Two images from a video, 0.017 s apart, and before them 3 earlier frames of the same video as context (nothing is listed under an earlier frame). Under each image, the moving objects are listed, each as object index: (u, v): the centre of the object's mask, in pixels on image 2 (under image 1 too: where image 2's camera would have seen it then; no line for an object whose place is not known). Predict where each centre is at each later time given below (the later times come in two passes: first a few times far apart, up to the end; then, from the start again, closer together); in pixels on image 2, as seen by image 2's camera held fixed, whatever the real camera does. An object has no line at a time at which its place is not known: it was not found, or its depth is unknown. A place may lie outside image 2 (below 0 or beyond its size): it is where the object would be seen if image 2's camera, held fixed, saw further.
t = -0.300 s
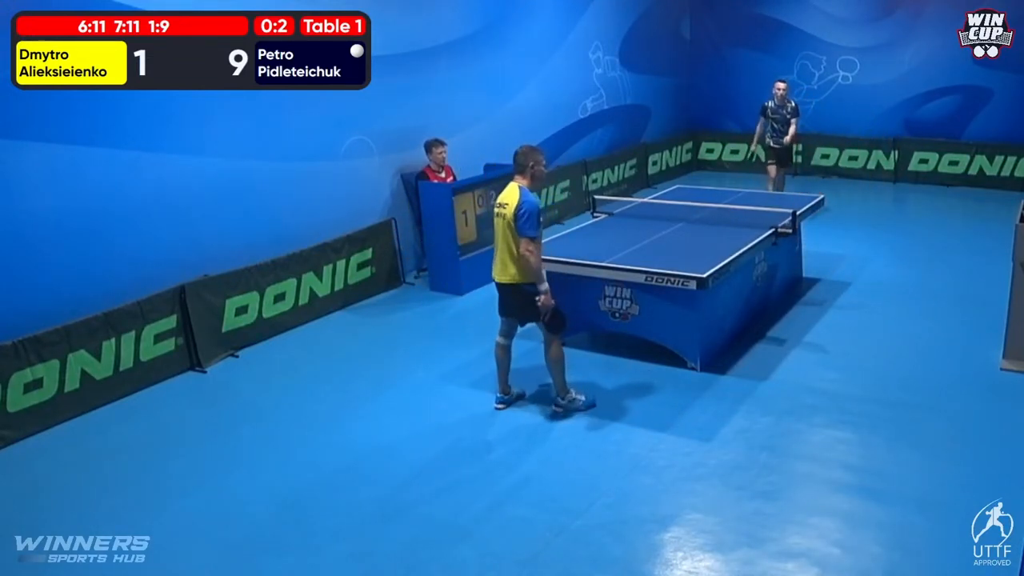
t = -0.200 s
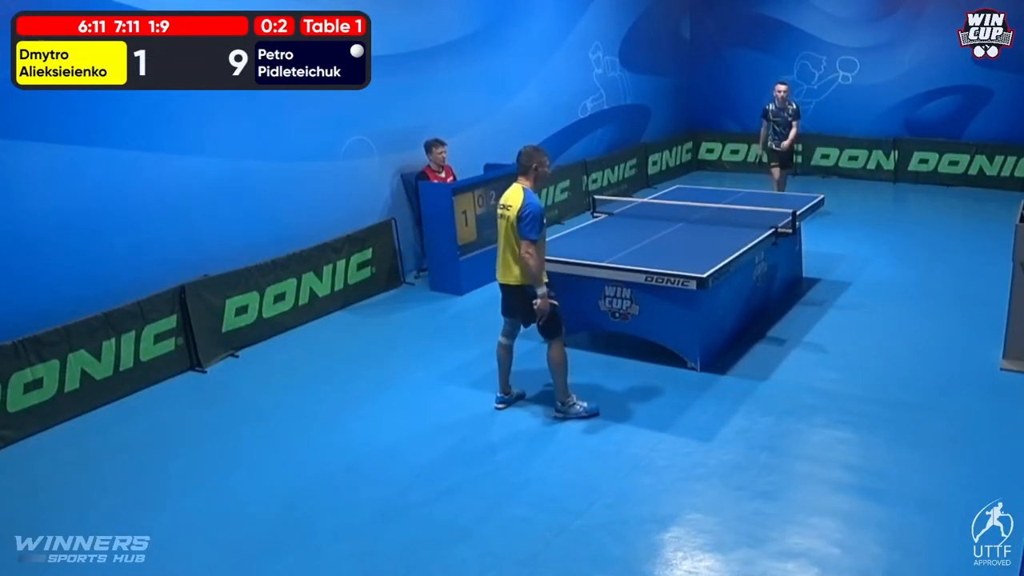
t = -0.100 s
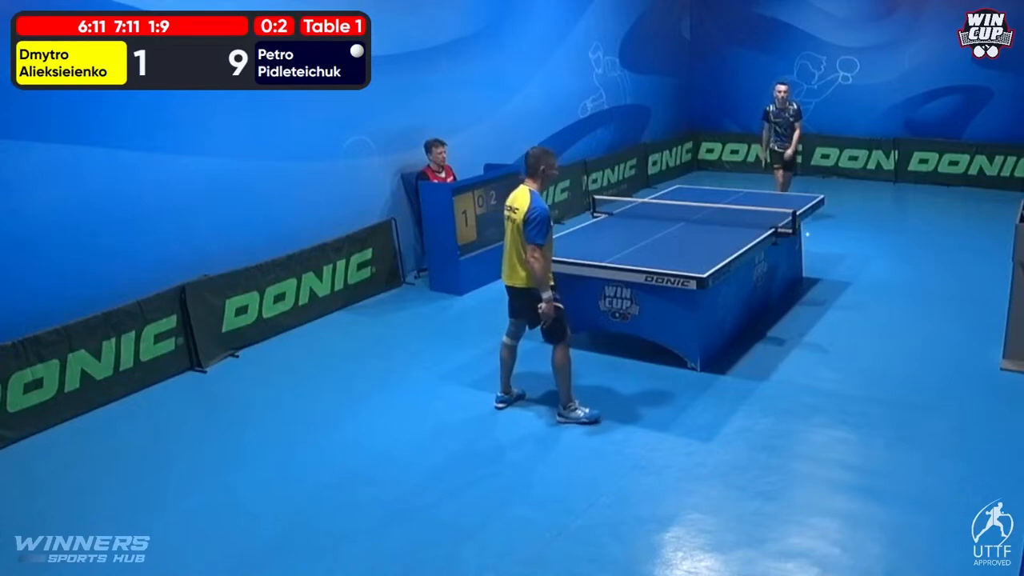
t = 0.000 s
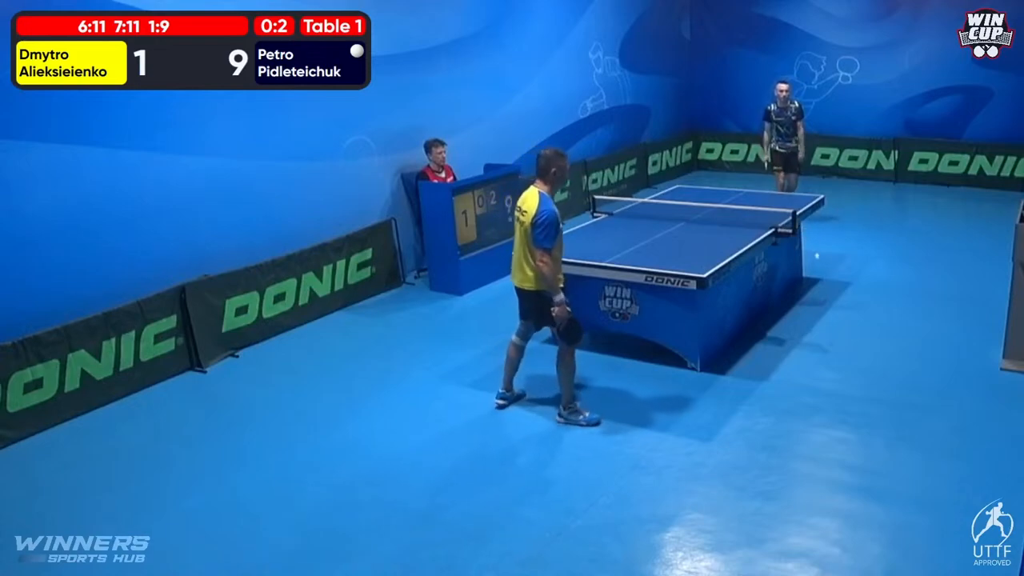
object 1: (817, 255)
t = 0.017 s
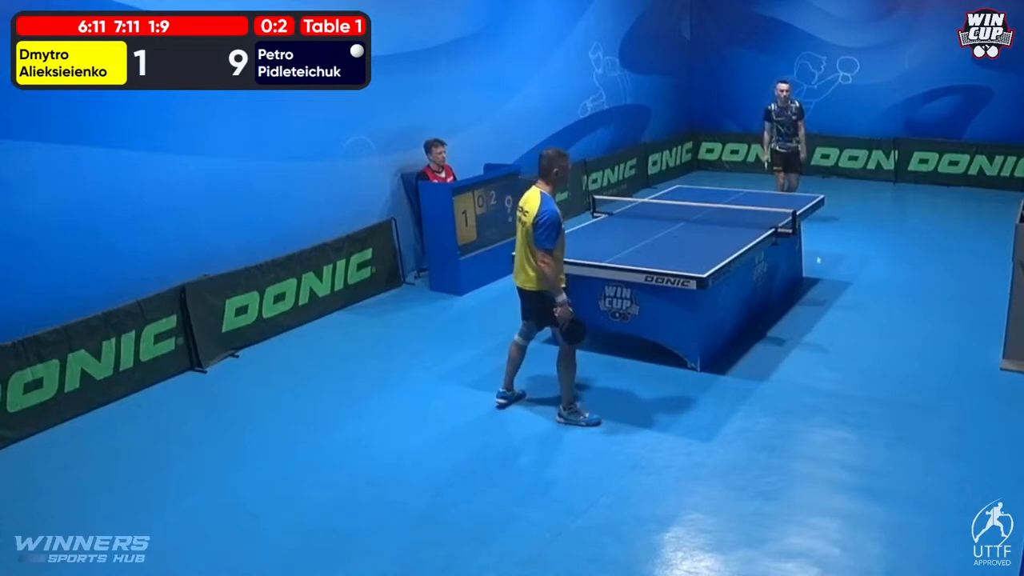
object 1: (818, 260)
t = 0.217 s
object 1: (835, 302)
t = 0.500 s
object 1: (867, 290)
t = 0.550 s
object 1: (872, 298)
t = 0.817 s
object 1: (900, 315)
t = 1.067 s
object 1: (926, 332)
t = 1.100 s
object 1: (930, 330)
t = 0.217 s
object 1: (835, 302)
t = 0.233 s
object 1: (837, 299)
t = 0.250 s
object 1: (839, 296)
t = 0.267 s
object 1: (841, 293)
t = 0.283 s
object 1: (844, 291)
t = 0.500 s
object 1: (867, 290)
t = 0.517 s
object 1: (868, 292)
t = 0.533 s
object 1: (870, 295)
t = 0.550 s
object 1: (872, 298)
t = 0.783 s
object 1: (896, 316)
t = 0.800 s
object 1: (898, 315)
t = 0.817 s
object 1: (900, 315)
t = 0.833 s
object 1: (901, 315)
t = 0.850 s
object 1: (903, 315)
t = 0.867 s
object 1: (905, 316)
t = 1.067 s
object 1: (926, 332)
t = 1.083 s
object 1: (928, 331)
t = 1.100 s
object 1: (930, 330)
